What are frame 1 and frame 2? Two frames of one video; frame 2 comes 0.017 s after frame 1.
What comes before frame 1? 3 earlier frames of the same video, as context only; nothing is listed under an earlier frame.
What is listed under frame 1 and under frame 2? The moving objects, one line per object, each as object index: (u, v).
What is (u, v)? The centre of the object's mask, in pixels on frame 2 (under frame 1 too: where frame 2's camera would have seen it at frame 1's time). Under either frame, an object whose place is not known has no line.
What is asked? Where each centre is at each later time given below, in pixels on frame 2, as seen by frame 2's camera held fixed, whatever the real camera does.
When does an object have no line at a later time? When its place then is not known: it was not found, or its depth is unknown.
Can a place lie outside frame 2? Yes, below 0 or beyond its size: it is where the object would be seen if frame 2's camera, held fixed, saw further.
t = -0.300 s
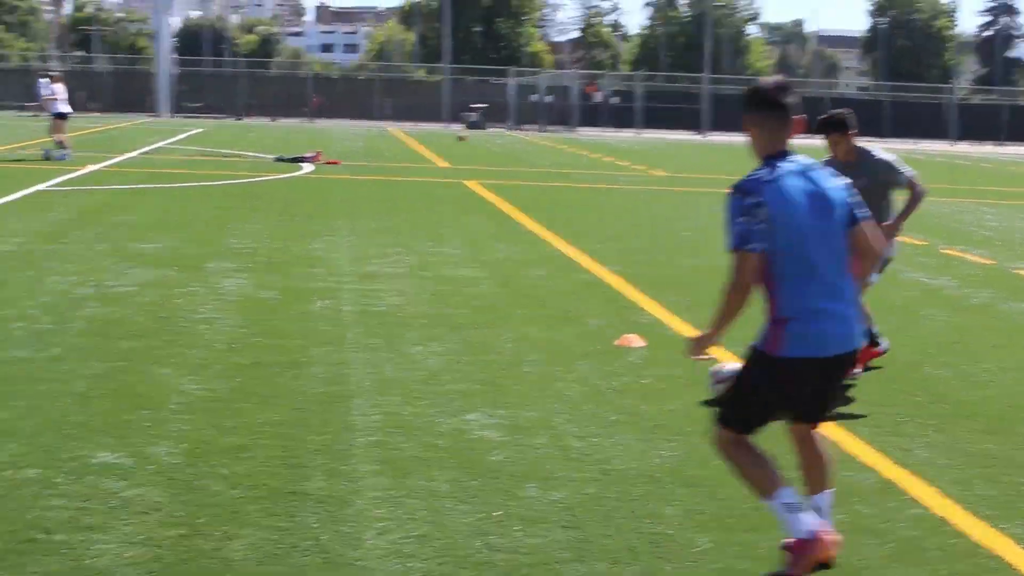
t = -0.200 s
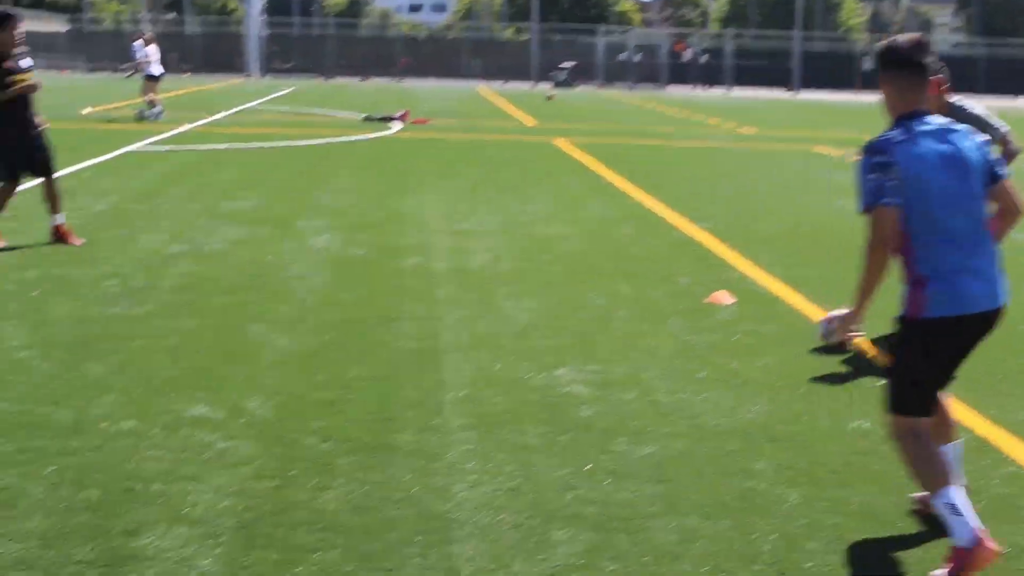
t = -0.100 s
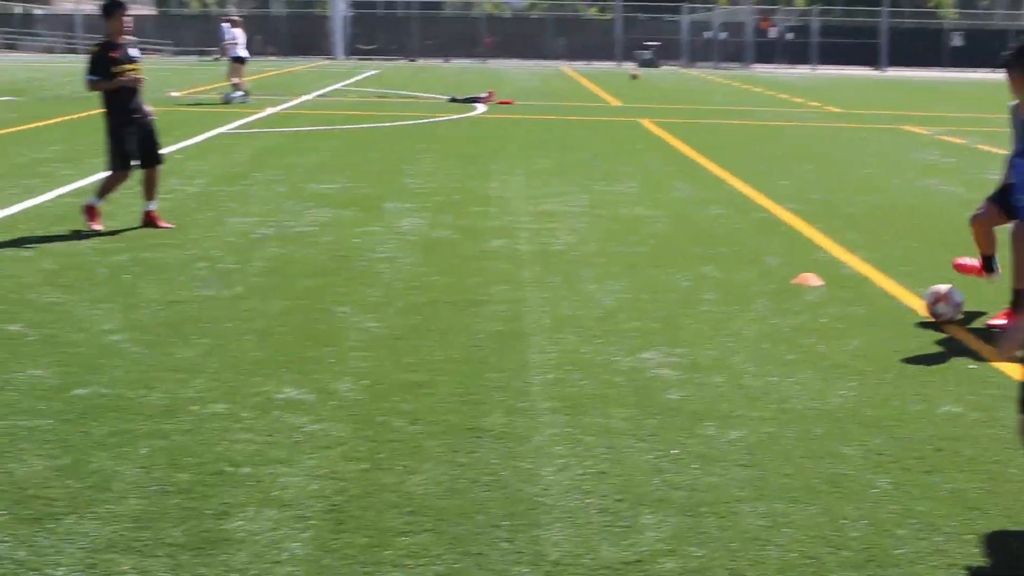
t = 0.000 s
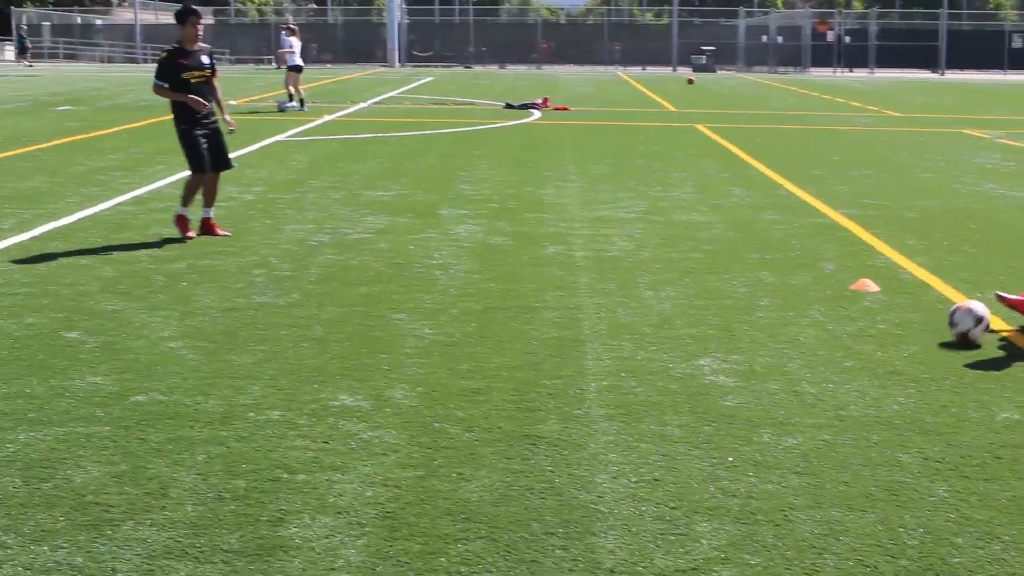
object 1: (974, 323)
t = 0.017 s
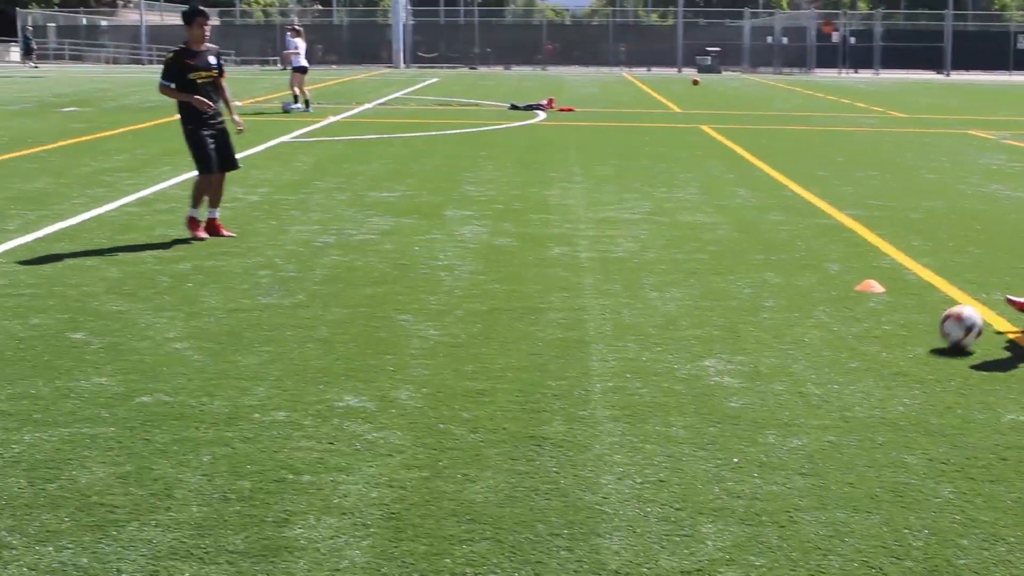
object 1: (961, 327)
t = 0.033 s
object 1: (948, 332)
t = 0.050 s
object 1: (934, 338)
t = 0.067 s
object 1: (920, 344)
